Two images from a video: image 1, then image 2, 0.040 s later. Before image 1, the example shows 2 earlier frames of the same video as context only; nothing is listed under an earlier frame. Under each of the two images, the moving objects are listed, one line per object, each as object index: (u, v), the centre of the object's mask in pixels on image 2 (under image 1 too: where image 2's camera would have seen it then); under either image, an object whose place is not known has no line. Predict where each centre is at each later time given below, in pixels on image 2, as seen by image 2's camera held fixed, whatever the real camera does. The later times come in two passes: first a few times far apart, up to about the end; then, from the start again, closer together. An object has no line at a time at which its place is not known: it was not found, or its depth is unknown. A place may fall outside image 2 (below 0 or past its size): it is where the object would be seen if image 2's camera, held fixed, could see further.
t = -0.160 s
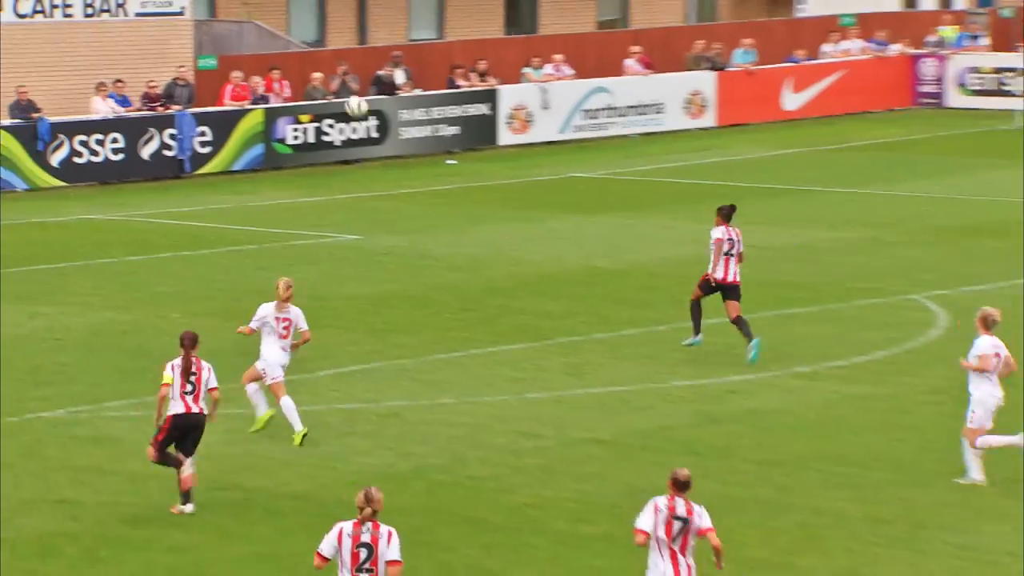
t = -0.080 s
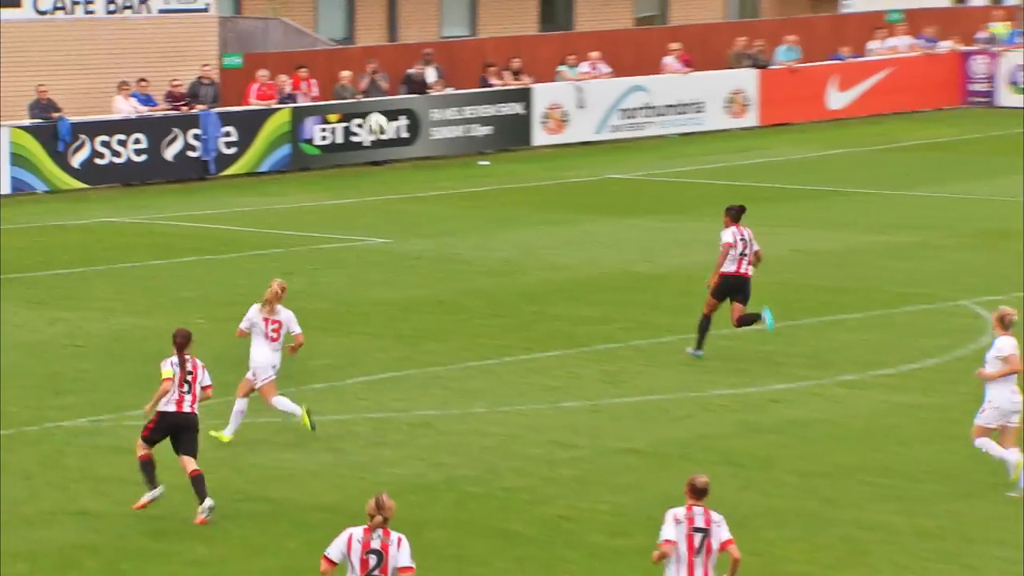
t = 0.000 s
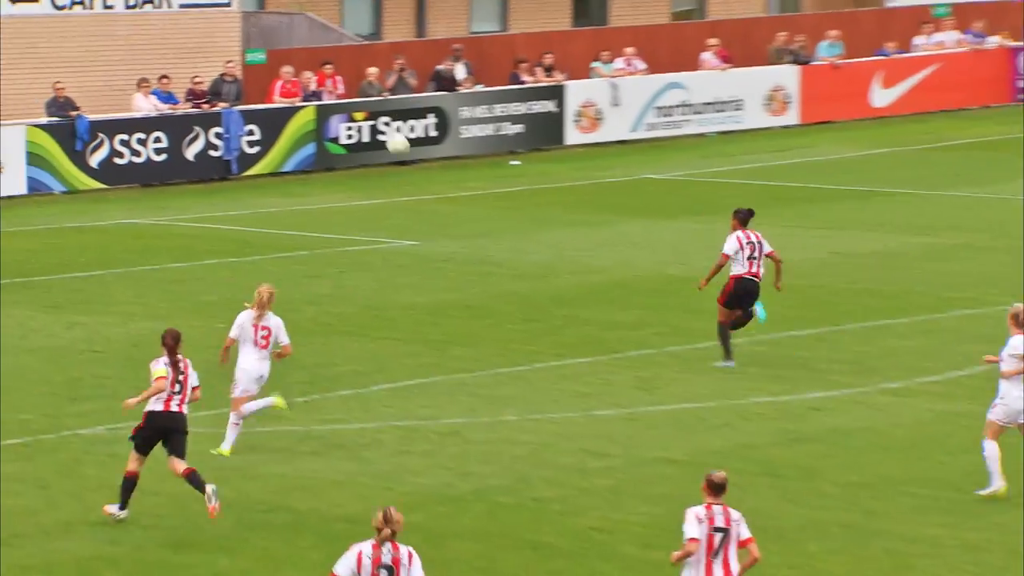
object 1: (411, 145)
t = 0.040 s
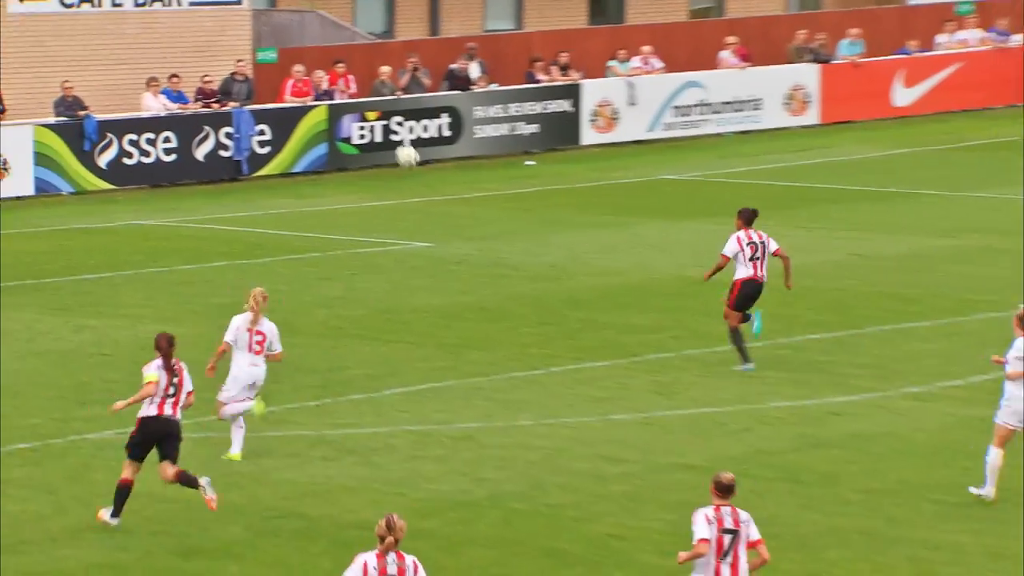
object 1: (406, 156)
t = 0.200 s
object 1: (395, 211)
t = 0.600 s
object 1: (393, 249)
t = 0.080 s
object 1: (403, 169)
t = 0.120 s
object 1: (399, 181)
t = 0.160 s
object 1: (396, 194)
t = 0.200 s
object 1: (395, 211)
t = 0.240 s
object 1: (394, 227)
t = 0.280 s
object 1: (393, 244)
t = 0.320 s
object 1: (393, 262)
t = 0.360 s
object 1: (391, 280)
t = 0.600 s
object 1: (393, 249)
